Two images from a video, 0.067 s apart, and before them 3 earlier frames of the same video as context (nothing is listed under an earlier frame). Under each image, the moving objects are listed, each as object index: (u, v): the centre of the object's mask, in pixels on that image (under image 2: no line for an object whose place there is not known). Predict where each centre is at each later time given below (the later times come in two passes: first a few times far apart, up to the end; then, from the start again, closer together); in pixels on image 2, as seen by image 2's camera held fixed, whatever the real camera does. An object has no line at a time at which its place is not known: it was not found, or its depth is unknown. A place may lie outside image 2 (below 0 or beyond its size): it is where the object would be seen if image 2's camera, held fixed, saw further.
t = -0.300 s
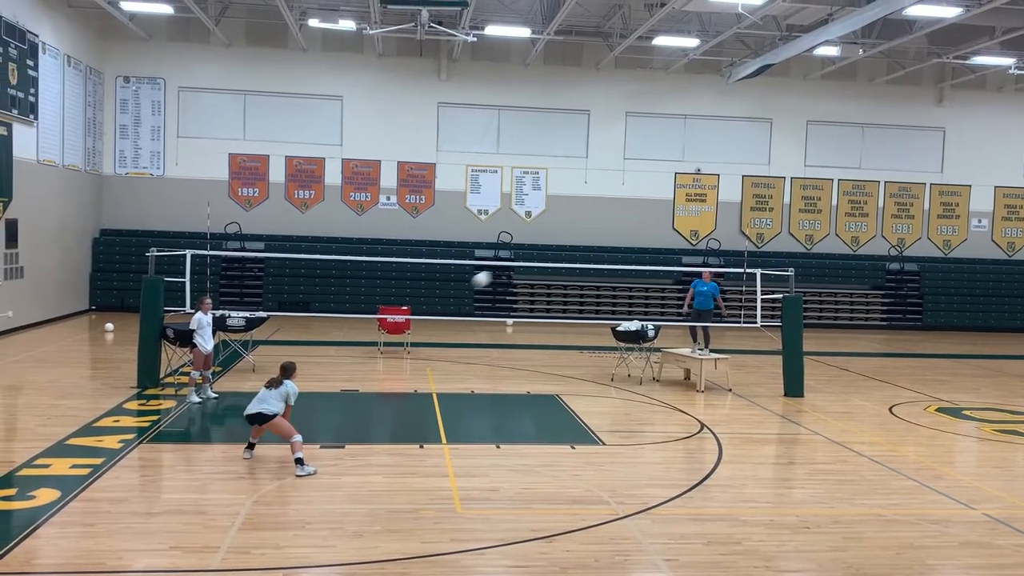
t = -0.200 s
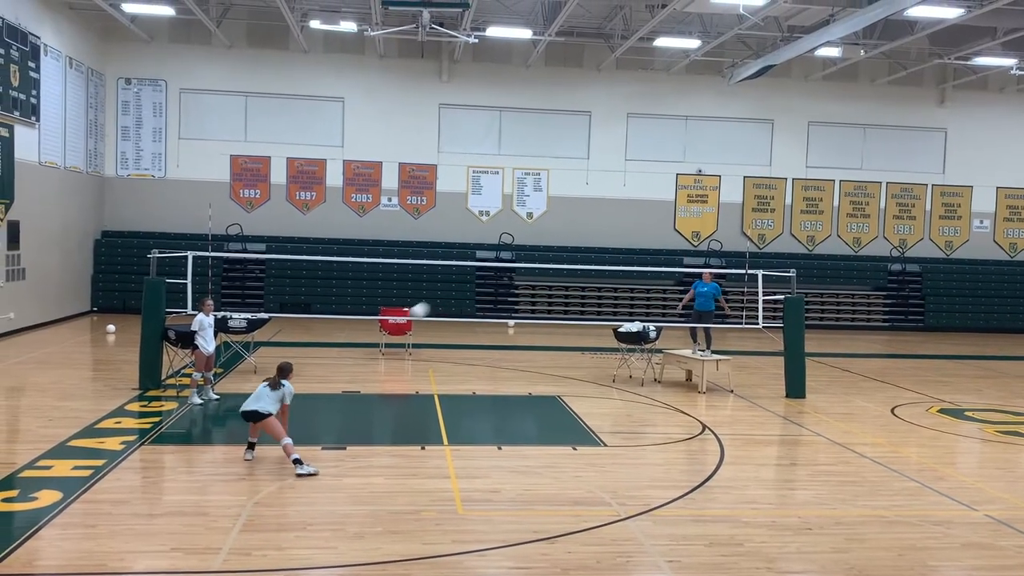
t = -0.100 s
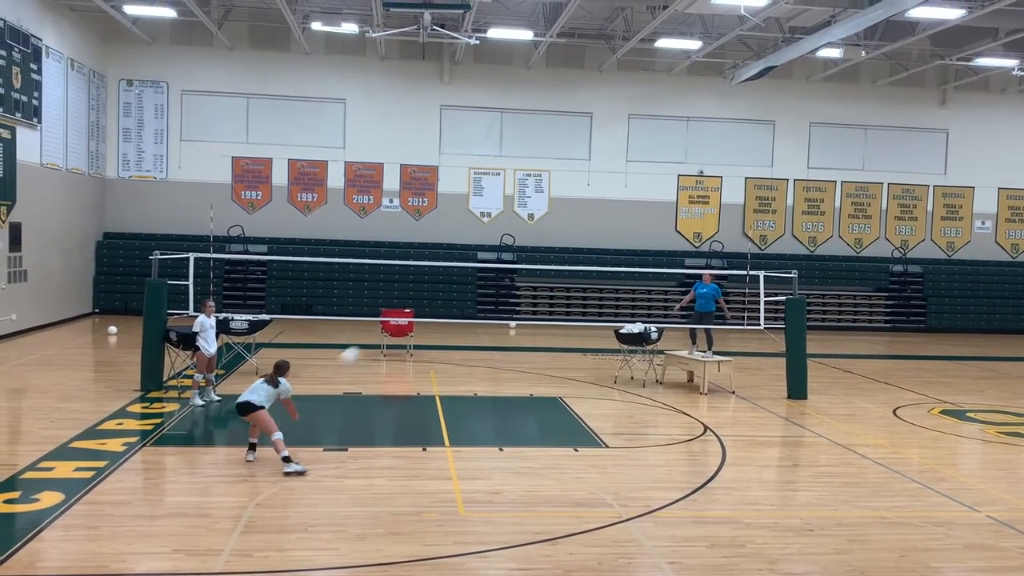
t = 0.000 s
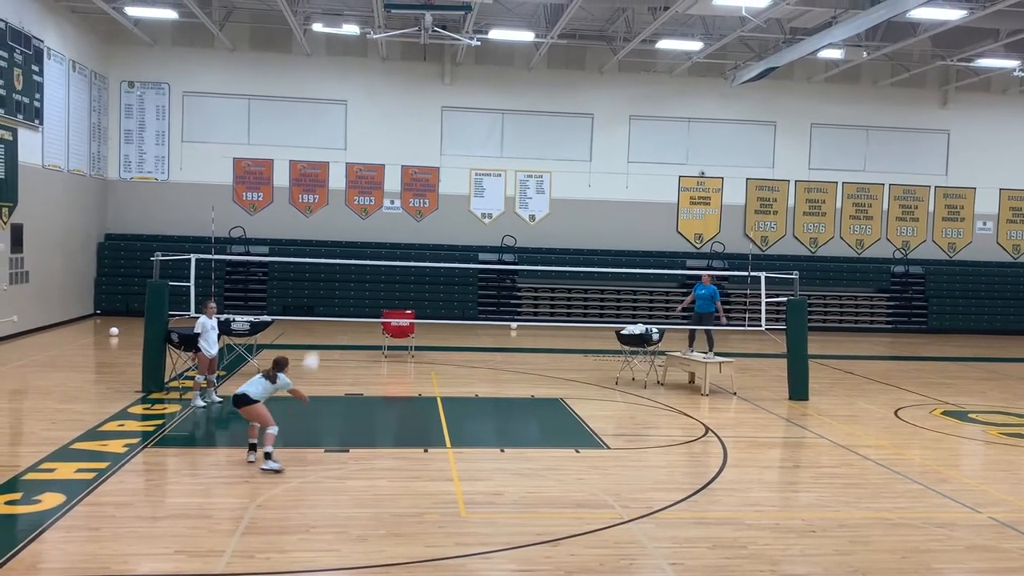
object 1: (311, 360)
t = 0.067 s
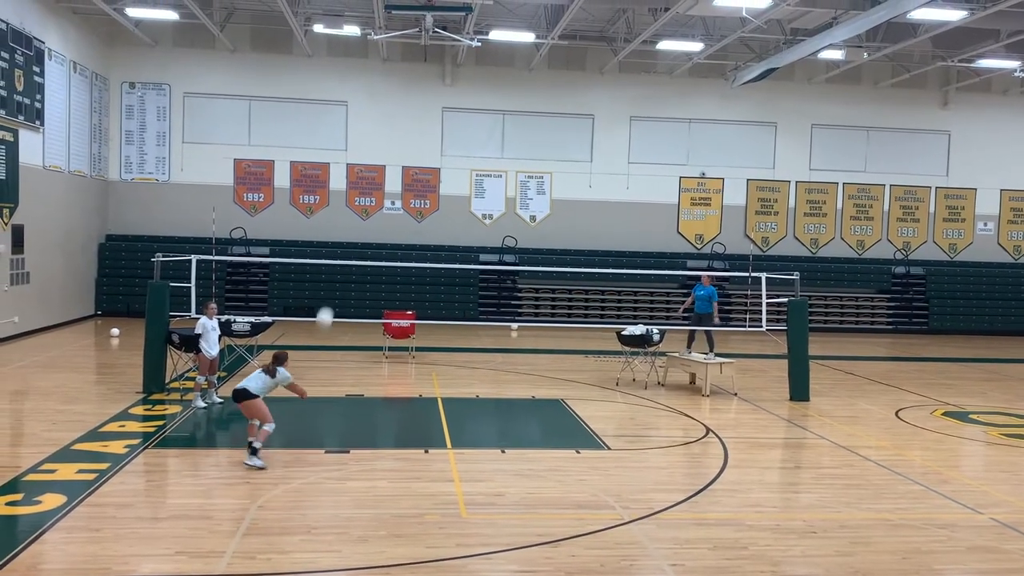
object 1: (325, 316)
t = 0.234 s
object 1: (355, 220)
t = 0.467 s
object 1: (391, 127)
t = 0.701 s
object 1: (423, 75)
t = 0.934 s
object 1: (452, 66)
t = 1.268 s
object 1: (490, 120)
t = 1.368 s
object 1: (501, 151)
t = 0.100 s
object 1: (331, 296)
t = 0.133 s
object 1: (337, 276)
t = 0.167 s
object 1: (343, 255)
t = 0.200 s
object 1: (349, 238)
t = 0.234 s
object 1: (355, 220)
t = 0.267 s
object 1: (360, 204)
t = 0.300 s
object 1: (366, 189)
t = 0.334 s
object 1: (371, 175)
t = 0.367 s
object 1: (376, 160)
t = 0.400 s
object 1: (381, 150)
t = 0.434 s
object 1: (386, 137)
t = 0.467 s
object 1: (391, 127)
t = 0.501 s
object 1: (395, 117)
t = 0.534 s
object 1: (400, 107)
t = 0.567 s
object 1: (405, 99)
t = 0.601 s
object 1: (409, 92)
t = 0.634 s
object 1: (414, 86)
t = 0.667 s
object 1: (419, 80)
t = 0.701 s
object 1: (423, 75)
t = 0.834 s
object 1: (440, 65)
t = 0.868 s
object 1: (444, 64)
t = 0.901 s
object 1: (448, 64)
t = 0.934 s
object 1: (452, 66)
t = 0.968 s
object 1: (456, 67)
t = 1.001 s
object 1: (460, 70)
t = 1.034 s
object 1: (464, 74)
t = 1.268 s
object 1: (490, 120)
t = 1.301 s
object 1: (494, 130)
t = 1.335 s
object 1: (497, 140)
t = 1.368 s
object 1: (501, 151)
